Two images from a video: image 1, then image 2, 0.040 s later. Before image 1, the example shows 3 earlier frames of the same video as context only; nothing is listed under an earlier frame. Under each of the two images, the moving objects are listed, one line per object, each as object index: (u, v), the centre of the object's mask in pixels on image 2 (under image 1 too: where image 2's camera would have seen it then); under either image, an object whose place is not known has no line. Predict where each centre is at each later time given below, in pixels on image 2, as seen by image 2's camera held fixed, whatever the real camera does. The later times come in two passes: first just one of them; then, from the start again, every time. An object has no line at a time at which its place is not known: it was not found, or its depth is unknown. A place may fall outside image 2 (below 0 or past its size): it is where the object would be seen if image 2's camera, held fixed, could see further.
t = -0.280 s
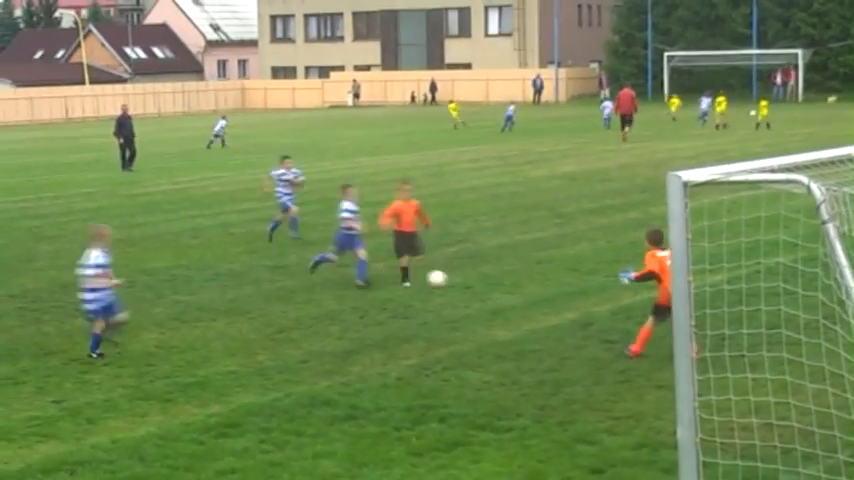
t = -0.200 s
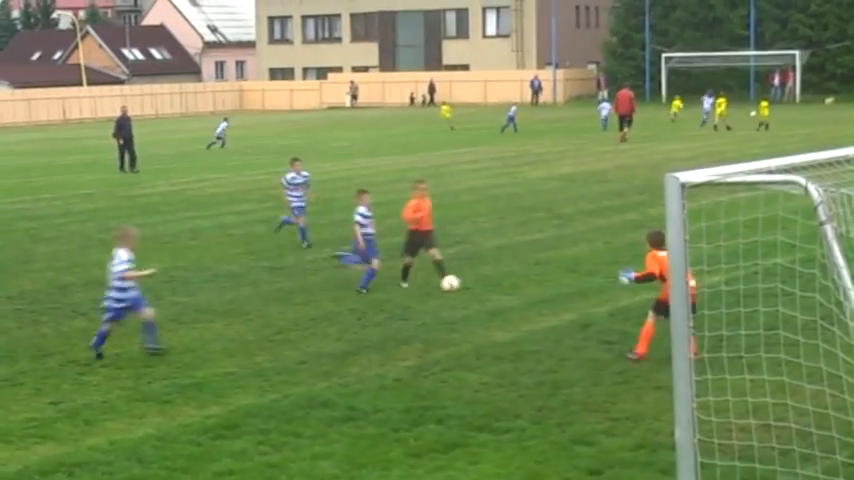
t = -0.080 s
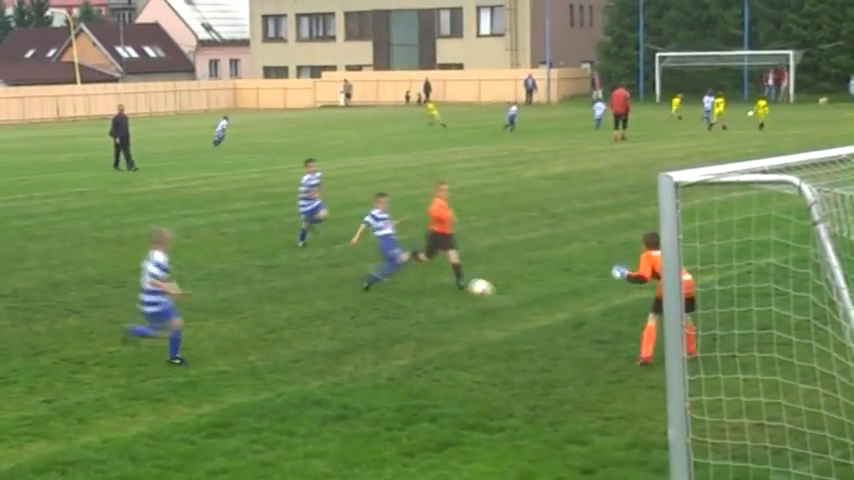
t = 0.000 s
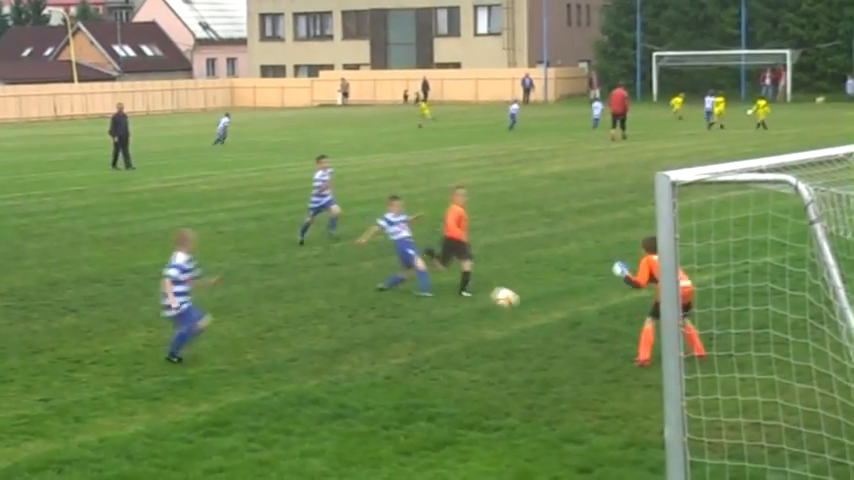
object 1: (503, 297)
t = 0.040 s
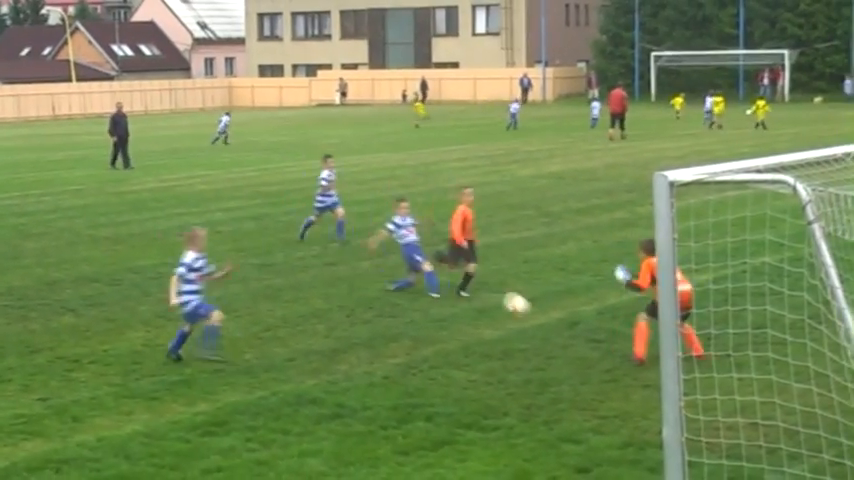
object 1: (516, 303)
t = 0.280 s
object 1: (612, 389)
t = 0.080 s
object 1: (531, 313)
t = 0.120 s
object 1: (545, 323)
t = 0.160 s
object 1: (562, 338)
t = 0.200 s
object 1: (580, 355)
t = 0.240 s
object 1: (597, 375)
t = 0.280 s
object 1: (612, 389)
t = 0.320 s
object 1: (630, 395)
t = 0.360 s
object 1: (645, 401)
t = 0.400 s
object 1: (655, 408)
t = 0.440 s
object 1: (692, 425)
